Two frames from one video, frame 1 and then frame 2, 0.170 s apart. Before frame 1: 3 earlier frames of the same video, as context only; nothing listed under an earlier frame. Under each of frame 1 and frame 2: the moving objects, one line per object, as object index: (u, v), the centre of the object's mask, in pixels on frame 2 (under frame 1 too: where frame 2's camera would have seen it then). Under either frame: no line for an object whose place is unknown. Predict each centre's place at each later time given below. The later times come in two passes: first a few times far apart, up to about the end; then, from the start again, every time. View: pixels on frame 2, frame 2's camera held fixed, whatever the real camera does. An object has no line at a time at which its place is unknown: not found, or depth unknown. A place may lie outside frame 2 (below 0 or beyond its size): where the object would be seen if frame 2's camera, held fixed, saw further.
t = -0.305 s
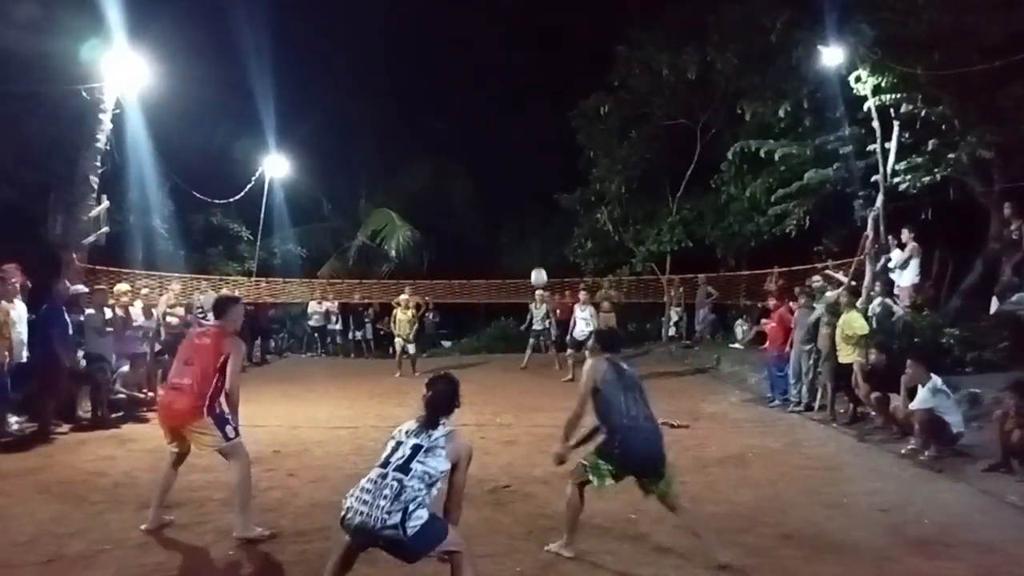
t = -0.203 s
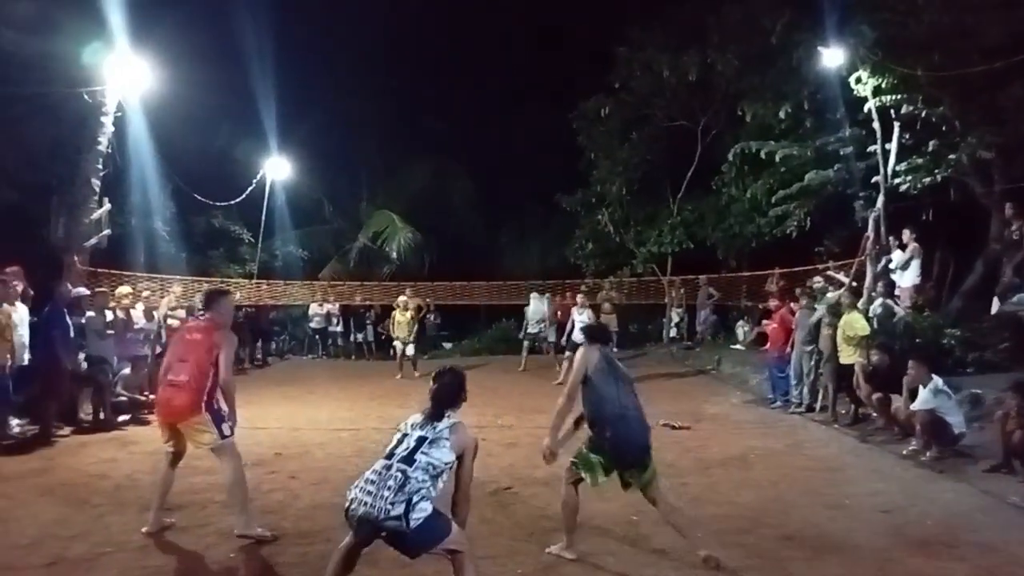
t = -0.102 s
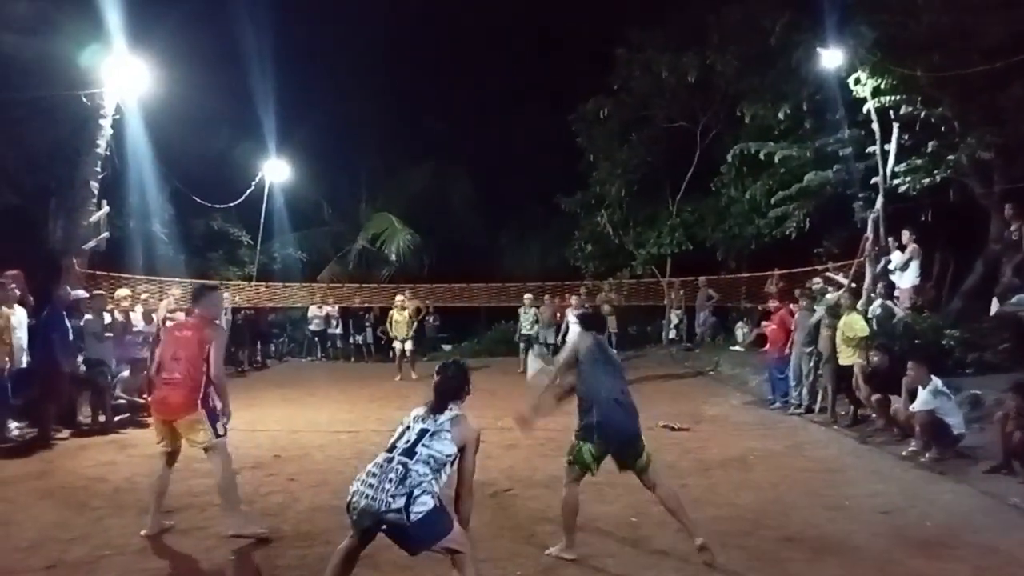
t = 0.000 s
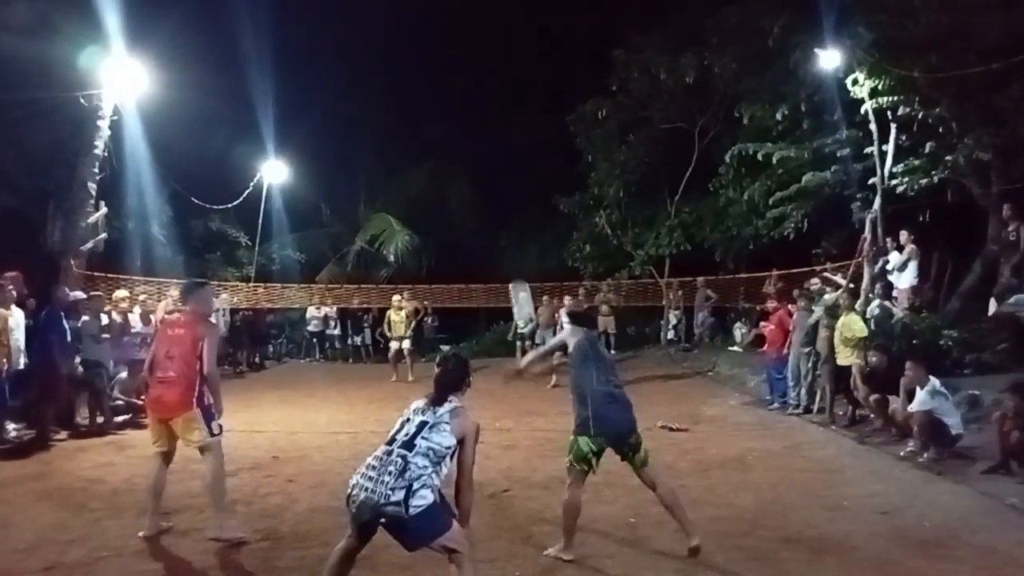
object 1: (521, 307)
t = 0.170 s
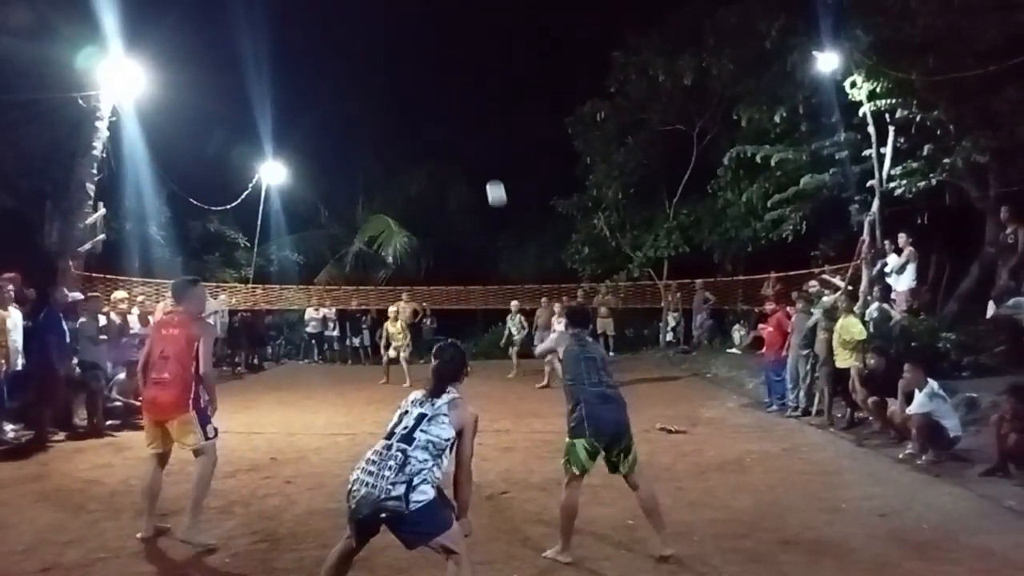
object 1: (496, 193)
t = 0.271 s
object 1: (485, 160)
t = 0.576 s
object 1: (462, 138)
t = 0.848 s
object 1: (447, 174)
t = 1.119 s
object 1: (434, 239)
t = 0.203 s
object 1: (492, 180)
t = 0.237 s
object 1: (488, 169)
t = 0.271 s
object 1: (485, 160)
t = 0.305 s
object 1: (482, 152)
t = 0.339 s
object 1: (479, 146)
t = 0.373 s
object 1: (476, 141)
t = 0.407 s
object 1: (474, 138)
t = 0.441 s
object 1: (471, 136)
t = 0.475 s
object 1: (469, 135)
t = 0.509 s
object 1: (467, 135)
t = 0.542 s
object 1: (464, 136)
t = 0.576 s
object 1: (462, 138)
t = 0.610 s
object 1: (460, 140)
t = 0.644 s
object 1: (458, 143)
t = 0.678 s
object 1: (456, 147)
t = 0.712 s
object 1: (454, 151)
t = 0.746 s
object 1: (452, 156)
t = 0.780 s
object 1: (451, 162)
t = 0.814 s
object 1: (449, 168)
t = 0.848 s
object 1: (447, 174)
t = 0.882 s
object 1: (445, 181)
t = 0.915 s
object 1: (444, 188)
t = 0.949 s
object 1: (442, 196)
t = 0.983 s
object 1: (440, 204)
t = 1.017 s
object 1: (439, 212)
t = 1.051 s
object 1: (437, 221)
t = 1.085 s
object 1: (435, 230)
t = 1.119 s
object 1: (434, 239)
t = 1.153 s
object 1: (432, 248)
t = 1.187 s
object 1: (431, 258)
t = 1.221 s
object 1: (429, 269)
